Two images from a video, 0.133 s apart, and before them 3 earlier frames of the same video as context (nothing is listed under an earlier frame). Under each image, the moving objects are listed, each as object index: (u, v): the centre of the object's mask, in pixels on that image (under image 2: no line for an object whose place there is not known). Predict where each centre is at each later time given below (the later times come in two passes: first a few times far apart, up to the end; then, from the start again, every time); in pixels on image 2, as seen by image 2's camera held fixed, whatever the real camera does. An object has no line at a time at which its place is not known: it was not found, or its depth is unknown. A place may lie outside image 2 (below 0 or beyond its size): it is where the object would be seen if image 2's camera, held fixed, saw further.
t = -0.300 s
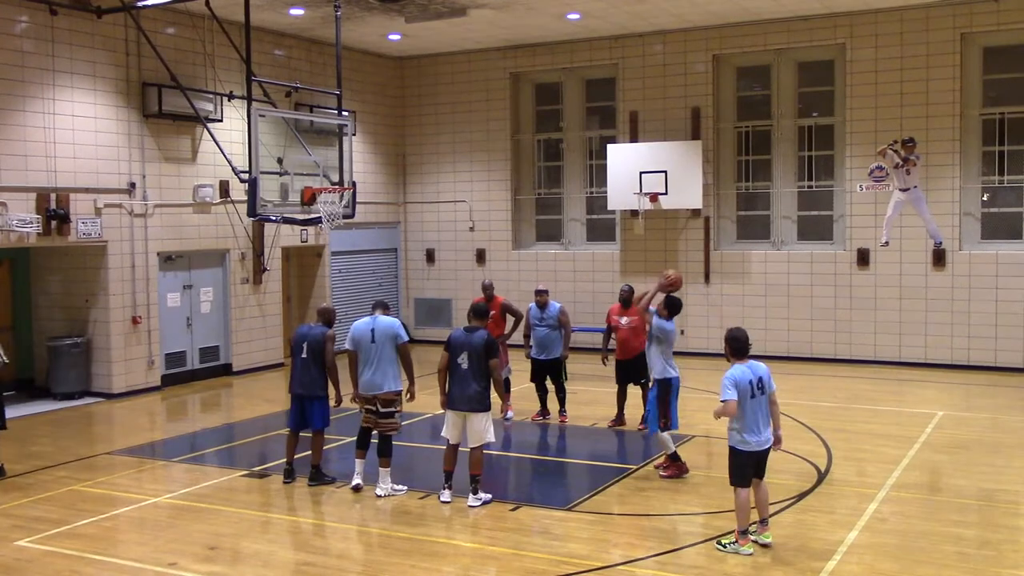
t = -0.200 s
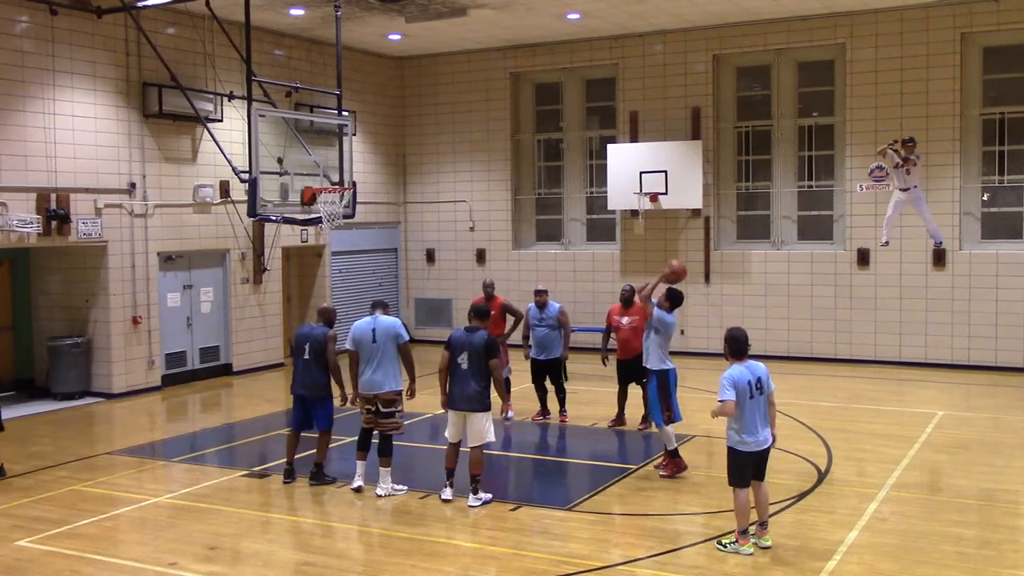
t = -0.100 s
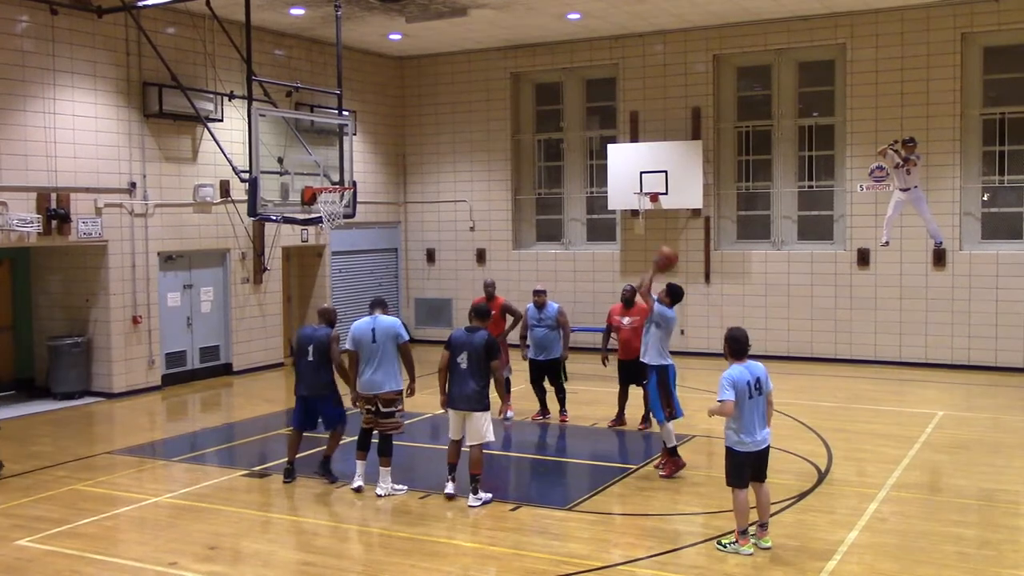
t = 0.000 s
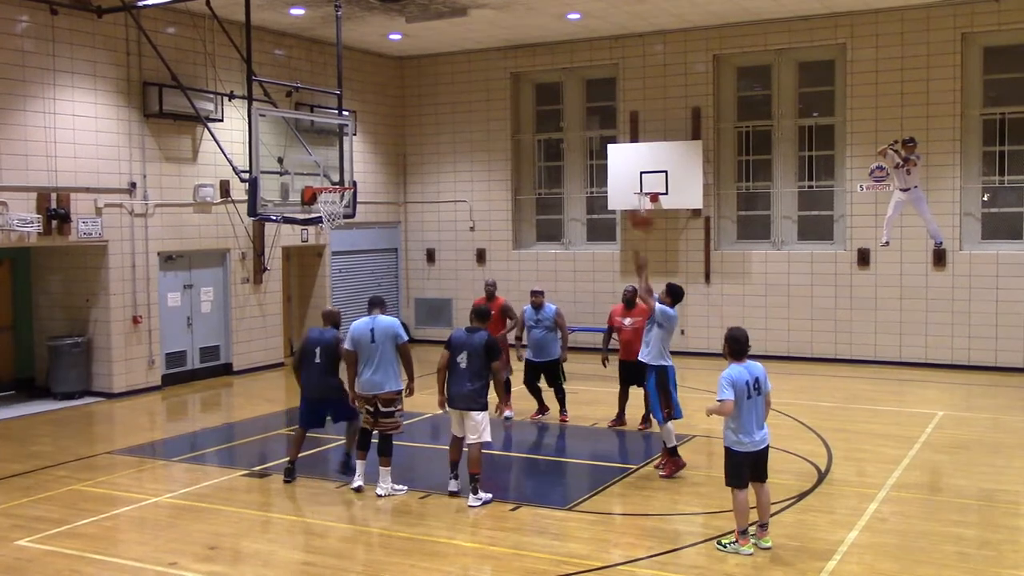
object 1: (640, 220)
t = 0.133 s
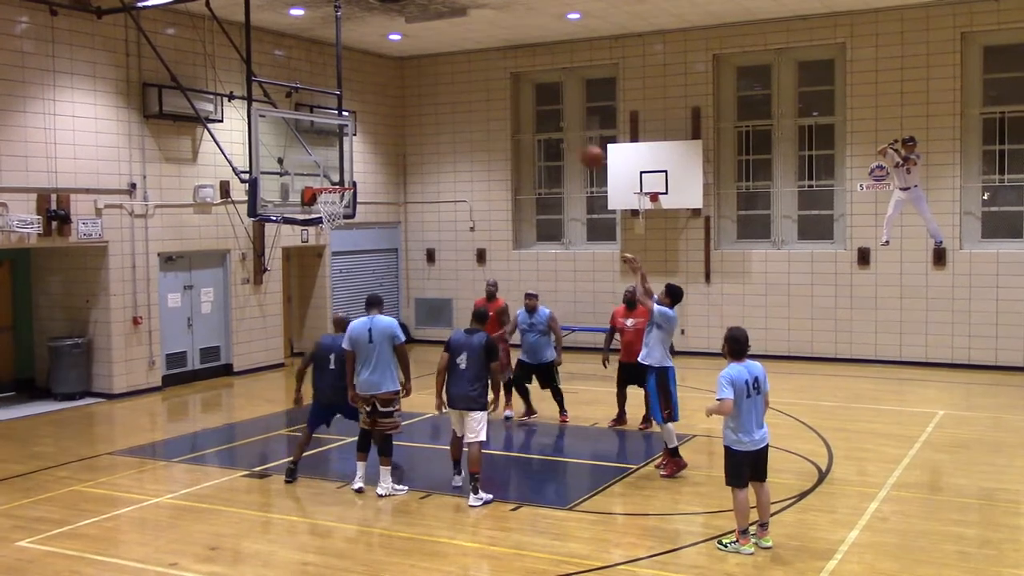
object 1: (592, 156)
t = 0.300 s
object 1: (536, 106)
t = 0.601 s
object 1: (439, 82)
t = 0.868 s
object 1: (365, 125)
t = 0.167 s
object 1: (580, 144)
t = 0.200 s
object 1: (570, 132)
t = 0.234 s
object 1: (556, 122)
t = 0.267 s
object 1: (547, 113)
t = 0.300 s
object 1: (536, 106)
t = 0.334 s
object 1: (524, 98)
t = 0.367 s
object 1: (513, 93)
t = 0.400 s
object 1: (502, 89)
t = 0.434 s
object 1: (491, 86)
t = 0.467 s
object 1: (480, 83)
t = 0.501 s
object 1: (470, 82)
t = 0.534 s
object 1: (460, 82)
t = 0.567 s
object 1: (450, 82)
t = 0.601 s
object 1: (439, 82)
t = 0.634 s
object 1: (430, 84)
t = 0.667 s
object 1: (420, 88)
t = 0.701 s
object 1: (411, 91)
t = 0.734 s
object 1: (401, 95)
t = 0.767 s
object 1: (393, 102)
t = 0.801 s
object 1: (383, 108)
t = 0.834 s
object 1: (374, 117)
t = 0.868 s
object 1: (365, 125)
